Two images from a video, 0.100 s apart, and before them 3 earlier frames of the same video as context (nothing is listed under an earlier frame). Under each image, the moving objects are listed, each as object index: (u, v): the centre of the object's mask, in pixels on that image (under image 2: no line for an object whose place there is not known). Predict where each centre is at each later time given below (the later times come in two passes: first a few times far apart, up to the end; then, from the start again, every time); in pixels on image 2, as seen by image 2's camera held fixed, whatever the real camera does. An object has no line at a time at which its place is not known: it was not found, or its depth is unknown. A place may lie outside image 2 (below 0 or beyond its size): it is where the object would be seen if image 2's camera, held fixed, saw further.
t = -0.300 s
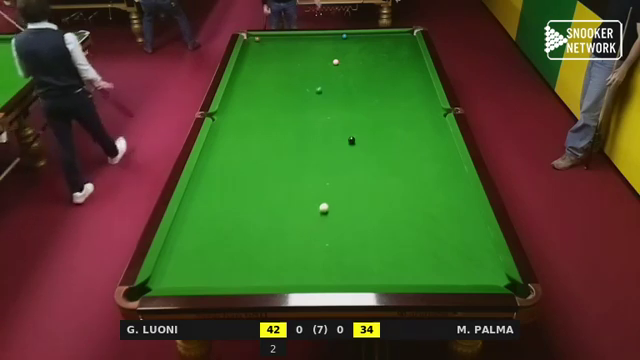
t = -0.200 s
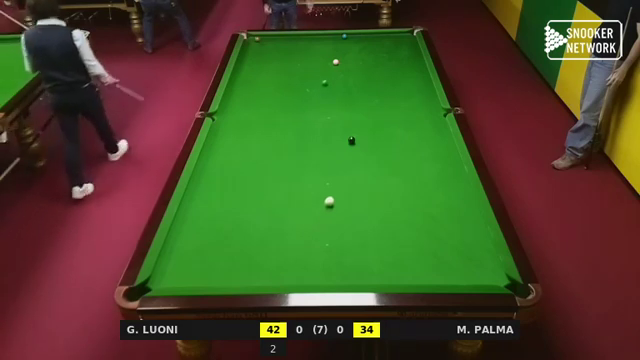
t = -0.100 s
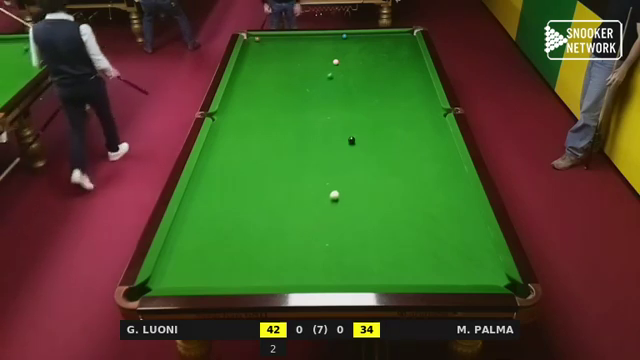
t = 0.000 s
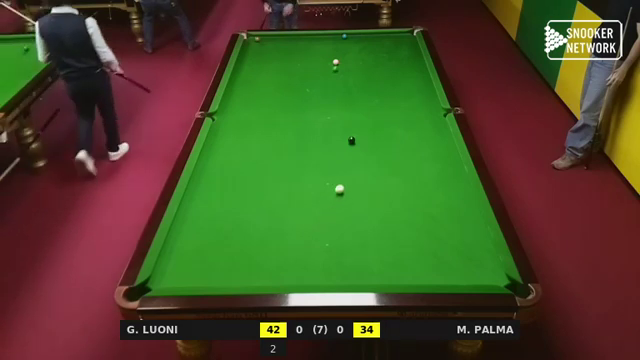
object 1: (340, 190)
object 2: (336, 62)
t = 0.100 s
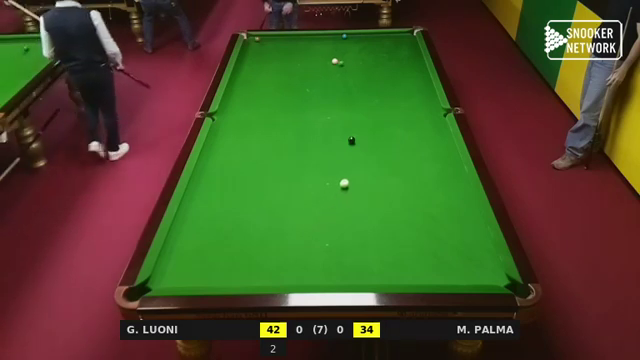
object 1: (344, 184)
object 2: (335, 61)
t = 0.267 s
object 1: (352, 175)
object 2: (329, 57)
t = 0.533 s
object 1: (363, 162)
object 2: (321, 52)
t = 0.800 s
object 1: (373, 151)
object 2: (313, 47)
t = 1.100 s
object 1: (383, 139)
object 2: (305, 42)
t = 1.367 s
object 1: (391, 130)
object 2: (299, 38)
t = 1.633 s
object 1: (398, 121)
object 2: (293, 35)
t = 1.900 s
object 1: (405, 114)
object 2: (289, 36)
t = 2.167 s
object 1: (411, 107)
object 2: (285, 39)
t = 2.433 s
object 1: (416, 101)
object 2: (282, 41)
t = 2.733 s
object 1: (422, 95)
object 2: (278, 43)
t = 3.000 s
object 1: (426, 90)
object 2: (275, 45)
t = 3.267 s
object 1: (430, 86)
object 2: (273, 46)
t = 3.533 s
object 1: (427, 83)
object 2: (271, 47)
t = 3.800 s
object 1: (424, 81)
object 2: (269, 48)
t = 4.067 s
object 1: (421, 79)
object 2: (268, 49)
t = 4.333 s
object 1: (419, 78)
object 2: (267, 50)
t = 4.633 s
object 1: (418, 77)
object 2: (266, 50)
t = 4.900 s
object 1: (417, 76)
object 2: (266, 50)
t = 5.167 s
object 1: (417, 76)
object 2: (266, 50)
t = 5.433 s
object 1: (417, 76)
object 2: (266, 50)
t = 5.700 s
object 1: (417, 76)
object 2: (266, 50)
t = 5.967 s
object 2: (266, 50)
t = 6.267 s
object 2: (266, 50)
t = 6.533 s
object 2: (266, 50)
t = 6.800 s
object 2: (266, 50)
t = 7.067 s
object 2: (266, 50)
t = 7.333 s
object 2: (266, 50)
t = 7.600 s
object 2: (266, 50)
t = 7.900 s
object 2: (266, 50)
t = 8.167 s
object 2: (266, 50)
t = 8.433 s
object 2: (266, 50)
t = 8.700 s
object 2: (266, 50)
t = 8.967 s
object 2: (266, 50)
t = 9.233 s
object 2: (266, 50)
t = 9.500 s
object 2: (266, 50)
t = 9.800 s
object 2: (266, 50)
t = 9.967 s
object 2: (266, 50)
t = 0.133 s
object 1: (346, 182)
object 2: (333, 60)
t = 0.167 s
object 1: (347, 180)
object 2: (332, 59)
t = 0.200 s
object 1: (349, 179)
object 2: (331, 59)
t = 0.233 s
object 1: (350, 177)
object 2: (330, 58)
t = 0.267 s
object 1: (352, 175)
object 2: (329, 57)
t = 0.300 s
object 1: (353, 173)
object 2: (327, 56)
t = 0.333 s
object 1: (355, 172)
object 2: (327, 56)
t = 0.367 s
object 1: (356, 170)
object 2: (326, 55)
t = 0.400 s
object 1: (358, 168)
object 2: (325, 54)
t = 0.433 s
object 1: (359, 167)
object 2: (324, 54)
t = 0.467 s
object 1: (360, 165)
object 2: (322, 53)
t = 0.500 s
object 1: (362, 164)
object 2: (322, 52)
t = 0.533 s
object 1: (363, 162)
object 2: (321, 52)
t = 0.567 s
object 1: (364, 161)
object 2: (320, 51)
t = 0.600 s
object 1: (365, 159)
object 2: (319, 51)
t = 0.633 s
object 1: (367, 158)
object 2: (318, 50)
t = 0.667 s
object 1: (368, 156)
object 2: (317, 49)
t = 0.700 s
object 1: (369, 155)
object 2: (316, 49)
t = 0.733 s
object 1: (370, 153)
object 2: (315, 48)
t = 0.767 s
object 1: (372, 152)
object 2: (314, 48)
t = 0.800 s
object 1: (373, 151)
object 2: (313, 47)
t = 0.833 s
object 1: (374, 149)
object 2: (312, 46)
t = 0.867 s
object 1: (375, 148)
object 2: (311, 46)
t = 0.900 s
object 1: (376, 147)
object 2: (310, 45)
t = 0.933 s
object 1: (377, 145)
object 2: (309, 45)
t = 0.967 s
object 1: (378, 144)
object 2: (309, 44)
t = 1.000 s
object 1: (379, 143)
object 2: (308, 44)
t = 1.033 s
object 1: (380, 141)
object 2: (307, 43)
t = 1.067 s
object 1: (382, 140)
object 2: (306, 43)
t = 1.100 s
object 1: (383, 139)
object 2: (305, 42)
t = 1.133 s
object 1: (384, 138)
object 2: (305, 42)
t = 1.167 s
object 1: (385, 137)
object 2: (304, 41)
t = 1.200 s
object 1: (386, 135)
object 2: (303, 41)
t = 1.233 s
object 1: (387, 134)
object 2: (302, 40)
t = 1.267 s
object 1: (388, 133)
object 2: (301, 40)
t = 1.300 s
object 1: (389, 132)
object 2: (301, 39)
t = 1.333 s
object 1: (390, 131)
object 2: (300, 39)
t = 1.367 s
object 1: (391, 130)
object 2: (299, 38)
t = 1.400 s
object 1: (392, 129)
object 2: (299, 37)
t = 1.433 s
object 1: (393, 128)
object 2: (298, 37)
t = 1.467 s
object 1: (394, 127)
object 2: (297, 37)
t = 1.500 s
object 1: (394, 126)
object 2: (296, 36)
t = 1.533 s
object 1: (395, 124)
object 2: (296, 36)
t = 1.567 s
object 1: (396, 123)
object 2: (295, 35)
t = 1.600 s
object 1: (397, 122)
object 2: (294, 35)
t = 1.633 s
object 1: (398, 121)
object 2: (293, 35)
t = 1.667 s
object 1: (399, 120)
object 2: (293, 35)
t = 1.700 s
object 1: (400, 119)
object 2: (292, 35)
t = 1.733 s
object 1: (401, 118)
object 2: (292, 35)
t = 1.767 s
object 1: (402, 118)
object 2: (291, 35)
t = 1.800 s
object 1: (402, 117)
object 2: (291, 36)
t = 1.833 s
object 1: (403, 116)
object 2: (290, 36)
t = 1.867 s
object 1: (404, 115)
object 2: (290, 36)
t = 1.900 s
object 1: (405, 114)
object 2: (289, 36)
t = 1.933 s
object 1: (405, 113)
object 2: (289, 37)
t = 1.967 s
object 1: (406, 112)
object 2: (288, 37)
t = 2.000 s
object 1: (407, 111)
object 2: (288, 37)
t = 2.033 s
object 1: (408, 110)
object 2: (287, 38)
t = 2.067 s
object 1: (409, 109)
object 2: (287, 38)
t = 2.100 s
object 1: (409, 109)
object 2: (286, 38)
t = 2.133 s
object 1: (410, 108)
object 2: (286, 38)
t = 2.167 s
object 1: (411, 107)
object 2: (285, 39)
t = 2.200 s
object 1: (411, 106)
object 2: (285, 39)
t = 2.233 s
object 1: (412, 105)
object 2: (284, 40)
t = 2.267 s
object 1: (413, 105)
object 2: (284, 40)
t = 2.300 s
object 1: (414, 104)
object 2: (283, 40)
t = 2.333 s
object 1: (414, 103)
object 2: (283, 40)
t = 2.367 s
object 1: (415, 102)
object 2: (282, 40)
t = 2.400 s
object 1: (416, 102)
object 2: (282, 40)
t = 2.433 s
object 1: (416, 101)
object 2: (282, 41)
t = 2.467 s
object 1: (417, 100)
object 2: (281, 41)
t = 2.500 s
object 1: (418, 100)
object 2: (280, 42)
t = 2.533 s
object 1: (418, 99)
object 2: (280, 42)
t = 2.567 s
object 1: (419, 98)
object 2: (280, 42)
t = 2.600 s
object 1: (419, 97)
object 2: (279, 42)
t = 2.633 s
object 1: (420, 97)
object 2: (279, 42)
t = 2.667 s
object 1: (420, 96)
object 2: (279, 43)
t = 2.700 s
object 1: (421, 95)
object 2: (278, 43)
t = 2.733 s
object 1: (422, 95)
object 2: (278, 43)
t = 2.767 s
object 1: (422, 94)
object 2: (278, 43)
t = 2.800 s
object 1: (423, 94)
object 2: (277, 43)
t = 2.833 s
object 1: (423, 93)
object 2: (277, 44)
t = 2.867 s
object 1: (424, 92)
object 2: (277, 44)
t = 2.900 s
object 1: (425, 92)
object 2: (276, 44)
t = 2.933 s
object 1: (425, 91)
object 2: (276, 44)
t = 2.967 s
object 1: (426, 91)
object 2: (276, 45)
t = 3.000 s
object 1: (426, 90)
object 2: (275, 45)
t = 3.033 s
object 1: (427, 89)
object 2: (275, 45)
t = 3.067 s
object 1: (427, 89)
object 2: (275, 45)
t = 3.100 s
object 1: (428, 88)
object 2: (274, 45)
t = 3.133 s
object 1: (428, 88)
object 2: (274, 46)
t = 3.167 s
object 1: (429, 87)
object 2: (274, 46)
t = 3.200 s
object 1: (429, 87)
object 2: (273, 46)
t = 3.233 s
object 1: (430, 86)
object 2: (273, 46)
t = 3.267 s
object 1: (430, 86)
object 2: (273, 46)
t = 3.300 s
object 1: (430, 86)
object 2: (273, 46)
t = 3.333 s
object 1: (430, 85)
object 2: (272, 47)
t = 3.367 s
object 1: (429, 85)
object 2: (272, 47)
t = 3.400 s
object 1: (429, 84)
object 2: (272, 47)
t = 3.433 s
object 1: (429, 84)
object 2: (272, 47)
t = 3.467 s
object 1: (428, 84)
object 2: (271, 47)
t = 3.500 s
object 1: (428, 83)
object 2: (271, 47)
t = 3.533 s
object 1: (427, 83)
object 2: (271, 47)
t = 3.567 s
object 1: (427, 83)
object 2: (271, 47)
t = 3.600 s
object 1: (426, 83)
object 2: (270, 47)
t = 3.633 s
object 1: (426, 82)
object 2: (270, 48)
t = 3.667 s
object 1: (426, 82)
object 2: (270, 48)
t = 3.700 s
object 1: (425, 82)
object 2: (270, 48)
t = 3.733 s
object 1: (425, 81)
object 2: (270, 48)
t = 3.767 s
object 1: (424, 81)
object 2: (269, 48)
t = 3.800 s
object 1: (424, 81)
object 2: (269, 48)
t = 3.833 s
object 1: (424, 81)
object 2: (269, 48)
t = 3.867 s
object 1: (423, 81)
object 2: (269, 48)
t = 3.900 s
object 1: (423, 80)
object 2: (269, 49)
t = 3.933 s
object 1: (423, 80)
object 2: (268, 49)
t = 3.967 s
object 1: (422, 80)
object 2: (268, 49)
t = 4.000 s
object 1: (422, 79)
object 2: (268, 49)
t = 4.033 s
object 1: (422, 79)
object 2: (268, 49)
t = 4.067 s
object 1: (421, 79)
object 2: (268, 49)
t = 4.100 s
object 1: (421, 79)
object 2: (268, 49)
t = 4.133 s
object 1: (421, 79)
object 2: (268, 49)
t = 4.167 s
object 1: (420, 79)
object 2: (267, 49)
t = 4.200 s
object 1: (420, 78)
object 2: (267, 49)
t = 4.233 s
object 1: (420, 78)
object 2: (267, 49)
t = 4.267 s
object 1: (420, 78)
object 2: (267, 49)
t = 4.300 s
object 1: (420, 78)
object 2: (267, 50)
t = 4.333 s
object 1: (419, 78)
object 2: (267, 50)
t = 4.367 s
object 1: (419, 78)
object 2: (267, 50)
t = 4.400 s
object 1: (419, 78)
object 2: (267, 50)
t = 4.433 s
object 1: (419, 78)
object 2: (267, 50)
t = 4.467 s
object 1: (419, 77)
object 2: (266, 50)
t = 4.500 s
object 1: (418, 77)
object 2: (266, 50)
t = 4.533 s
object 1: (418, 77)
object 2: (266, 50)
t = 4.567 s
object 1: (418, 77)
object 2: (266, 50)
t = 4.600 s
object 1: (418, 77)
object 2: (266, 50)
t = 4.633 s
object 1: (418, 77)
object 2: (266, 50)
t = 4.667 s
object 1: (418, 77)
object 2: (266, 50)
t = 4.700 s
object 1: (418, 77)
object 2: (266, 50)
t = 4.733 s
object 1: (417, 77)
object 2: (266, 50)
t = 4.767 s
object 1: (417, 76)
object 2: (266, 50)
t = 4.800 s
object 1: (417, 76)
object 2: (266, 50)
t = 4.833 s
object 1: (417, 76)
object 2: (266, 50)
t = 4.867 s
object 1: (417, 76)
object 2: (266, 50)
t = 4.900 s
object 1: (417, 76)
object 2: (266, 50)
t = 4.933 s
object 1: (417, 76)
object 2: (266, 50)
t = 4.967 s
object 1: (417, 76)
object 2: (266, 50)
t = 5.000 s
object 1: (417, 76)
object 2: (266, 50)
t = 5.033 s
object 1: (417, 76)
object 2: (266, 50)
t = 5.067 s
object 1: (417, 76)
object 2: (266, 50)
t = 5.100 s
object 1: (417, 76)
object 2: (266, 50)
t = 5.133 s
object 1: (417, 76)
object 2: (266, 50)
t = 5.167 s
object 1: (417, 76)
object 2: (266, 50)
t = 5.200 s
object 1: (417, 76)
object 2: (266, 50)
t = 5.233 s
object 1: (417, 76)
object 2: (266, 50)
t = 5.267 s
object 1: (417, 76)
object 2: (266, 50)
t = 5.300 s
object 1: (417, 76)
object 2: (266, 50)
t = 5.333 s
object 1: (417, 76)
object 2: (266, 50)
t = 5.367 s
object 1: (417, 76)
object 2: (266, 50)
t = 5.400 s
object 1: (417, 76)
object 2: (266, 50)
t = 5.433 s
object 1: (417, 76)
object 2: (266, 50)
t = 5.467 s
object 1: (417, 76)
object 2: (266, 50)
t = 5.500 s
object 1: (417, 76)
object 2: (266, 50)
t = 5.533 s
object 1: (417, 76)
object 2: (266, 50)
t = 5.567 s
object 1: (417, 76)
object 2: (266, 50)
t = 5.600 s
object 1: (417, 76)
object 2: (266, 50)
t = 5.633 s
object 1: (417, 76)
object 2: (266, 50)
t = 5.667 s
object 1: (417, 76)
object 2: (266, 50)
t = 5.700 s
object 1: (417, 76)
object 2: (266, 50)
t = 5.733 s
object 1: (417, 76)
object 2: (266, 50)
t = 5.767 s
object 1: (417, 76)
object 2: (266, 50)
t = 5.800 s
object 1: (417, 76)
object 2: (266, 50)
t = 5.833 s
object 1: (417, 76)
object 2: (266, 50)
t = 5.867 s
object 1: (417, 76)
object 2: (266, 50)
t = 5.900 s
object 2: (266, 50)
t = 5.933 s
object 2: (266, 50)
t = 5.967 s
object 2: (266, 50)
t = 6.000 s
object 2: (266, 50)
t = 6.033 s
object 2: (266, 50)
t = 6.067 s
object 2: (266, 50)
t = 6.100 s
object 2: (266, 50)
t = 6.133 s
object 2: (266, 50)
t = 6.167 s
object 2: (266, 50)
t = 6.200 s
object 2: (266, 50)
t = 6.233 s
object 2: (266, 50)
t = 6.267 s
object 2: (266, 50)
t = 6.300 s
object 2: (266, 50)
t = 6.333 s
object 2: (266, 50)
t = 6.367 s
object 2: (266, 50)
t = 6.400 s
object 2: (266, 50)
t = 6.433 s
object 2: (266, 50)
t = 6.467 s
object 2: (266, 50)
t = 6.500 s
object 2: (266, 50)
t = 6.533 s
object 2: (266, 50)
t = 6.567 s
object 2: (266, 50)
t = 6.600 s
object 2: (266, 50)
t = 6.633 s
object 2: (266, 50)
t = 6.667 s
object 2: (266, 50)
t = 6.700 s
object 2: (266, 50)
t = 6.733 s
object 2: (266, 50)
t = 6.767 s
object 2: (266, 50)
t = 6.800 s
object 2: (266, 50)
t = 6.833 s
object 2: (266, 50)
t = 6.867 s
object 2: (266, 50)
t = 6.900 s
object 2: (266, 50)
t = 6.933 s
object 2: (266, 50)
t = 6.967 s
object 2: (266, 50)
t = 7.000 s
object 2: (266, 50)
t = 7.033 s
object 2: (266, 50)
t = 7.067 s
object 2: (266, 50)
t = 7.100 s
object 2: (266, 50)
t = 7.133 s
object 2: (266, 50)
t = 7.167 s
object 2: (266, 50)
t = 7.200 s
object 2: (266, 50)
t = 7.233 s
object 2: (266, 50)
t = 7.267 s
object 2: (266, 50)
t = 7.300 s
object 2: (266, 50)
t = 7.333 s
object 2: (266, 50)
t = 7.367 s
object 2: (266, 50)
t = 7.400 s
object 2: (266, 50)
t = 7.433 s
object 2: (266, 50)
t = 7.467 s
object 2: (266, 50)
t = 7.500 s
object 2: (266, 50)
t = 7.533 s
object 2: (266, 50)
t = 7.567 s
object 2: (266, 50)
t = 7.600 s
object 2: (266, 50)
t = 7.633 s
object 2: (266, 50)
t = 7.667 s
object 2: (266, 50)
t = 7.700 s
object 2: (266, 50)
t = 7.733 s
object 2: (266, 50)
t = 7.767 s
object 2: (266, 50)
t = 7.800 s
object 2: (266, 50)
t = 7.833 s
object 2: (266, 50)
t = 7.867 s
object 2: (266, 50)
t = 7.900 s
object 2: (266, 50)
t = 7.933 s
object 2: (266, 50)
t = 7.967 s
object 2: (266, 50)
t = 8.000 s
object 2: (266, 50)
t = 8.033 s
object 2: (266, 50)
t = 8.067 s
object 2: (266, 50)
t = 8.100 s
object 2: (266, 50)
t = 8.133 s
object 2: (266, 50)
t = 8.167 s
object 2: (266, 50)
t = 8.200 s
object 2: (266, 50)
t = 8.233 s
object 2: (266, 50)
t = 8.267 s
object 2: (266, 50)
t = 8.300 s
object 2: (266, 50)
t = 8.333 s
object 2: (266, 50)
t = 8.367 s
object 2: (266, 50)
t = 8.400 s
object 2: (266, 50)
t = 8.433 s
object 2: (266, 50)
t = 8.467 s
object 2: (266, 50)
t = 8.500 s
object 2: (266, 50)
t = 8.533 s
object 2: (266, 50)
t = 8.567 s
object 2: (266, 50)
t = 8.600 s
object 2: (266, 50)
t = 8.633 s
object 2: (266, 50)
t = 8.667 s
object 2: (266, 50)
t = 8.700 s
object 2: (266, 50)
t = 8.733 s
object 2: (266, 50)
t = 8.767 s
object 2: (266, 50)
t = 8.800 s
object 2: (266, 50)
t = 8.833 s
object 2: (266, 50)
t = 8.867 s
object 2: (266, 50)
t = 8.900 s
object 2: (266, 50)
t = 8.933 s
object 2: (266, 50)
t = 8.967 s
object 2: (266, 50)
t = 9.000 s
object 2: (266, 50)
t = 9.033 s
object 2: (266, 50)
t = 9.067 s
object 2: (266, 50)
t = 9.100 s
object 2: (266, 50)
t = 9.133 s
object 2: (266, 50)
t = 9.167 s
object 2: (266, 50)
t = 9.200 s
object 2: (266, 50)
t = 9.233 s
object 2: (266, 50)
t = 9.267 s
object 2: (266, 50)
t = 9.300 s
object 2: (266, 50)
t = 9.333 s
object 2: (266, 50)
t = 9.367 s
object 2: (266, 50)
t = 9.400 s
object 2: (266, 50)
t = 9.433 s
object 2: (266, 50)
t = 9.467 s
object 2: (266, 50)
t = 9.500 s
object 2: (266, 50)
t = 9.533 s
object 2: (266, 50)
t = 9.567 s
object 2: (266, 50)
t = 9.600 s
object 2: (266, 50)
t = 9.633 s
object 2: (266, 50)
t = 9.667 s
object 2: (266, 50)
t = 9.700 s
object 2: (266, 50)
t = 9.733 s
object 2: (266, 50)
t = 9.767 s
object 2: (266, 50)
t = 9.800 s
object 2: (266, 50)
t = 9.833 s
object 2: (266, 50)
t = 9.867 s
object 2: (266, 50)
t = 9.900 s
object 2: (266, 50)
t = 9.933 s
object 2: (266, 50)
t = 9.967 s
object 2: (266, 50)
